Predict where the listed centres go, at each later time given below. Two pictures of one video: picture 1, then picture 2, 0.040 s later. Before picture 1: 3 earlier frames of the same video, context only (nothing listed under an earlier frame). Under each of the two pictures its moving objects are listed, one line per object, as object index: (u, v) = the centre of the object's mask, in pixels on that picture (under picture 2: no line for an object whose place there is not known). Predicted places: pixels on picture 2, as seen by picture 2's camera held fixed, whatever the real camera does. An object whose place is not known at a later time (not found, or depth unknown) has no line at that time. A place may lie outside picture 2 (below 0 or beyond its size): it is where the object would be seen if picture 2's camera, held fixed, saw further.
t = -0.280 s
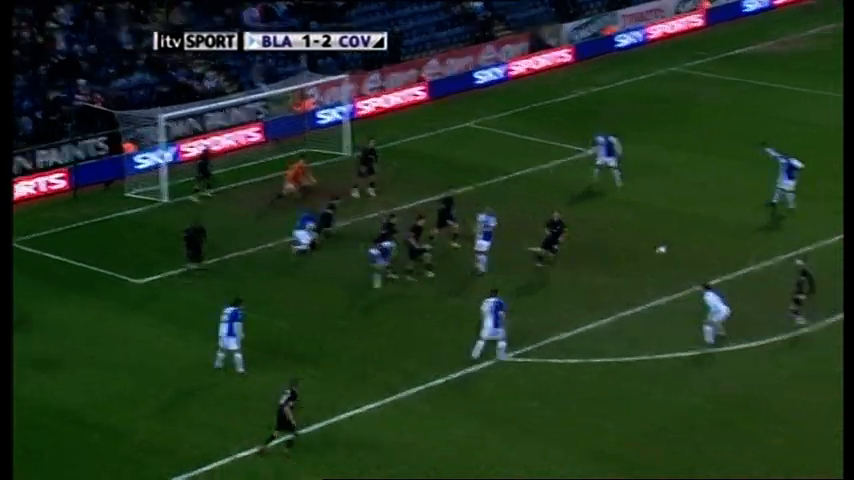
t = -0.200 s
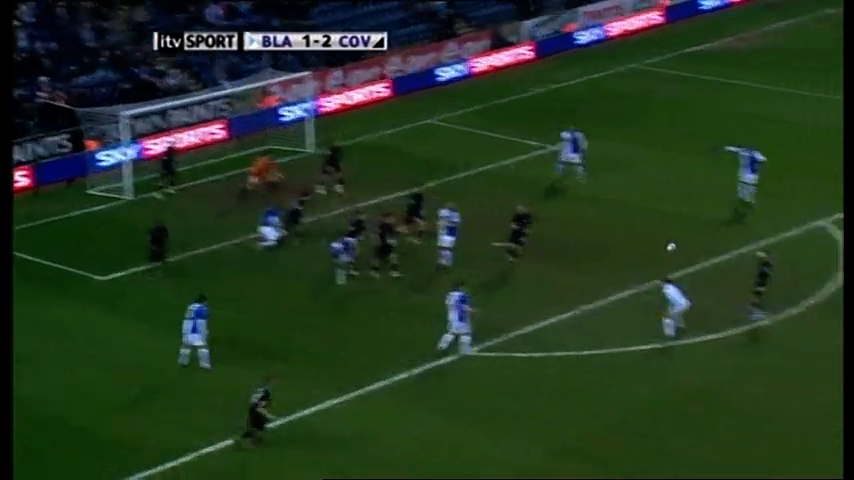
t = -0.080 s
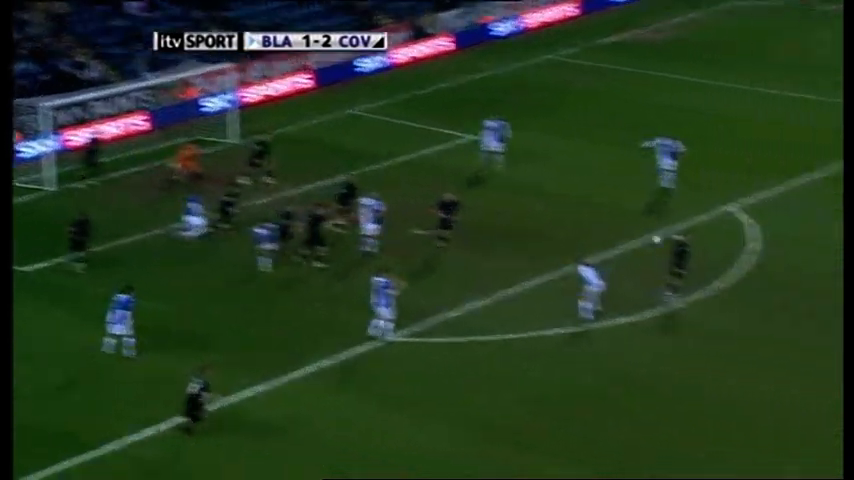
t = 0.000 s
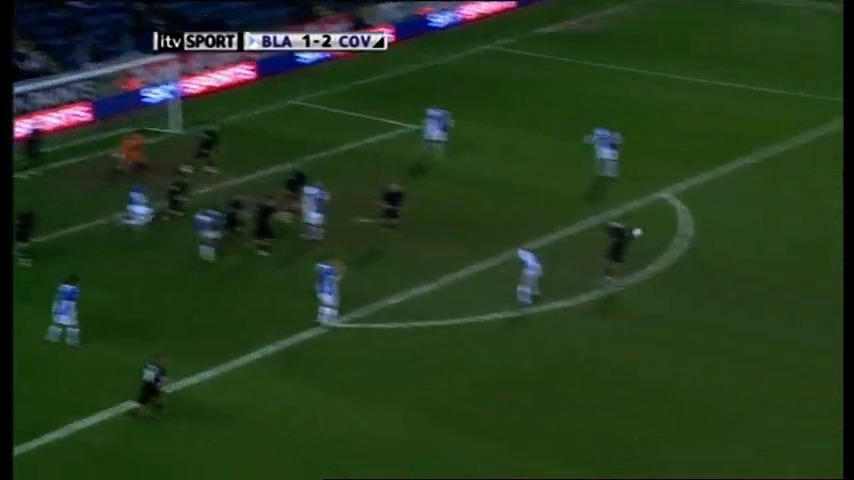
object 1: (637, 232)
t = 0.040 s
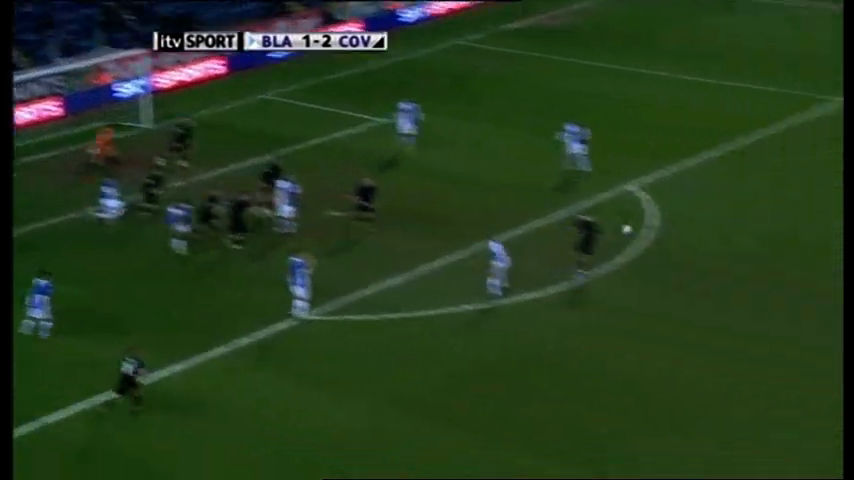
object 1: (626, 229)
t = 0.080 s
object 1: (648, 232)
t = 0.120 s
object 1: (669, 239)
